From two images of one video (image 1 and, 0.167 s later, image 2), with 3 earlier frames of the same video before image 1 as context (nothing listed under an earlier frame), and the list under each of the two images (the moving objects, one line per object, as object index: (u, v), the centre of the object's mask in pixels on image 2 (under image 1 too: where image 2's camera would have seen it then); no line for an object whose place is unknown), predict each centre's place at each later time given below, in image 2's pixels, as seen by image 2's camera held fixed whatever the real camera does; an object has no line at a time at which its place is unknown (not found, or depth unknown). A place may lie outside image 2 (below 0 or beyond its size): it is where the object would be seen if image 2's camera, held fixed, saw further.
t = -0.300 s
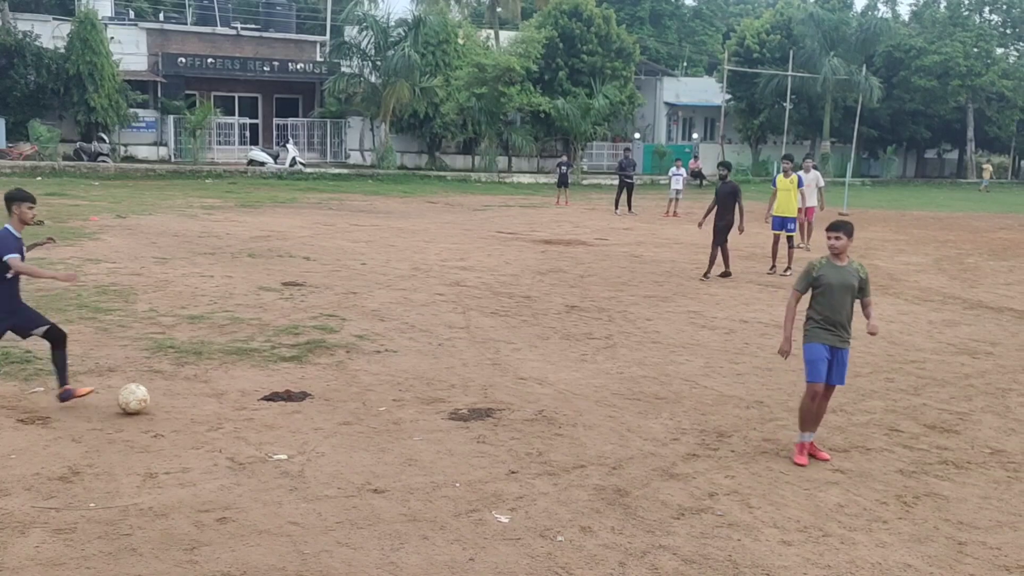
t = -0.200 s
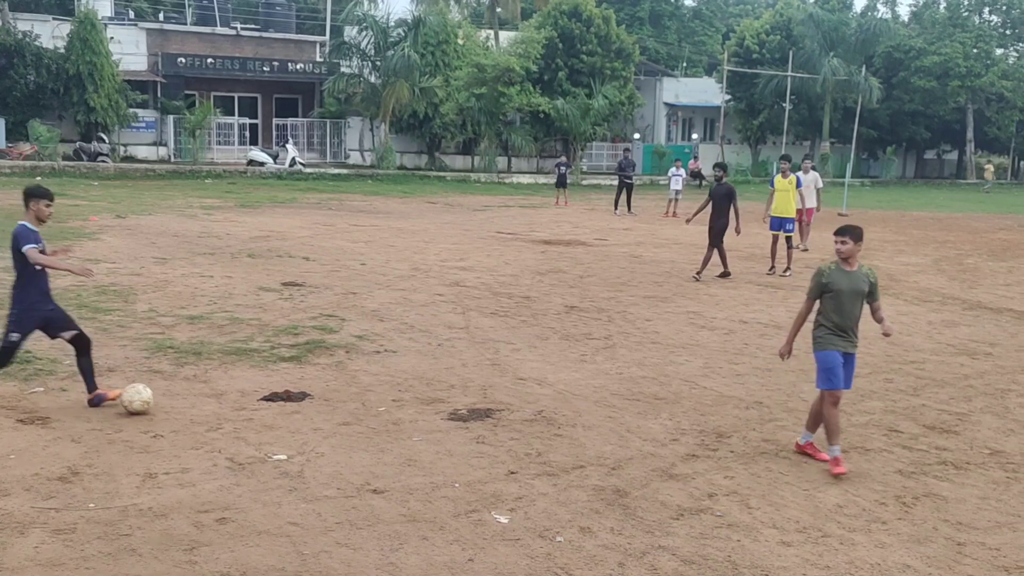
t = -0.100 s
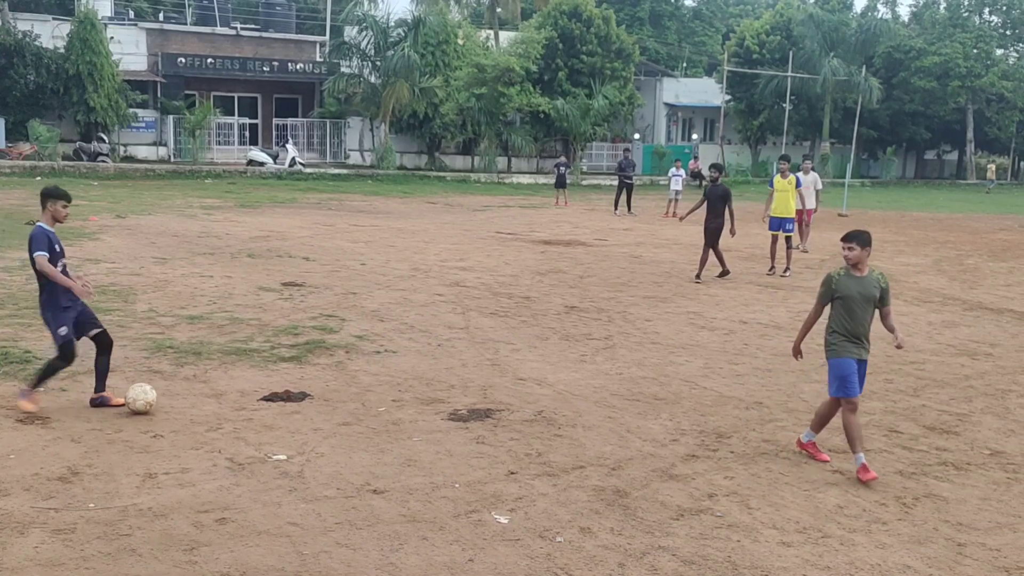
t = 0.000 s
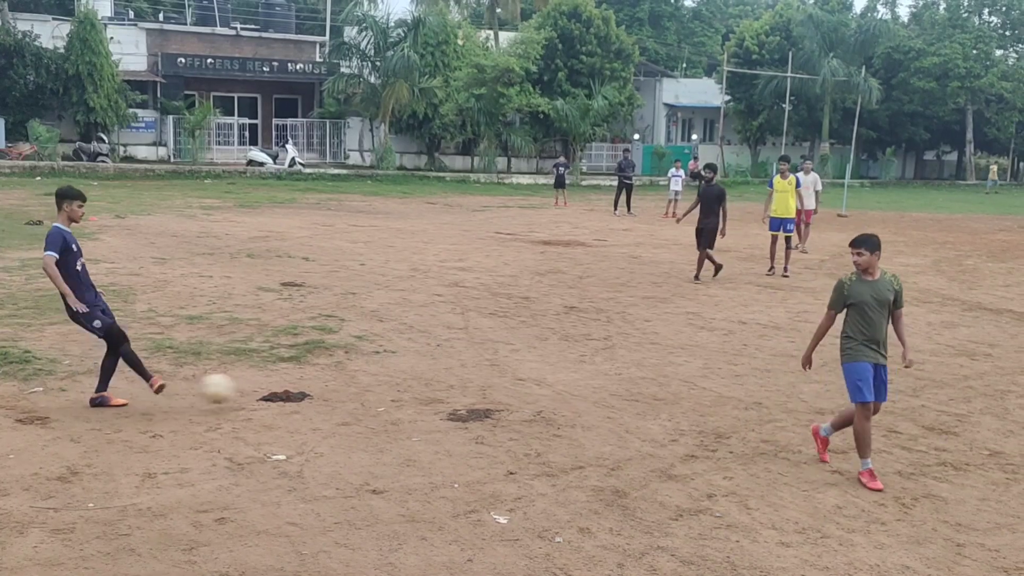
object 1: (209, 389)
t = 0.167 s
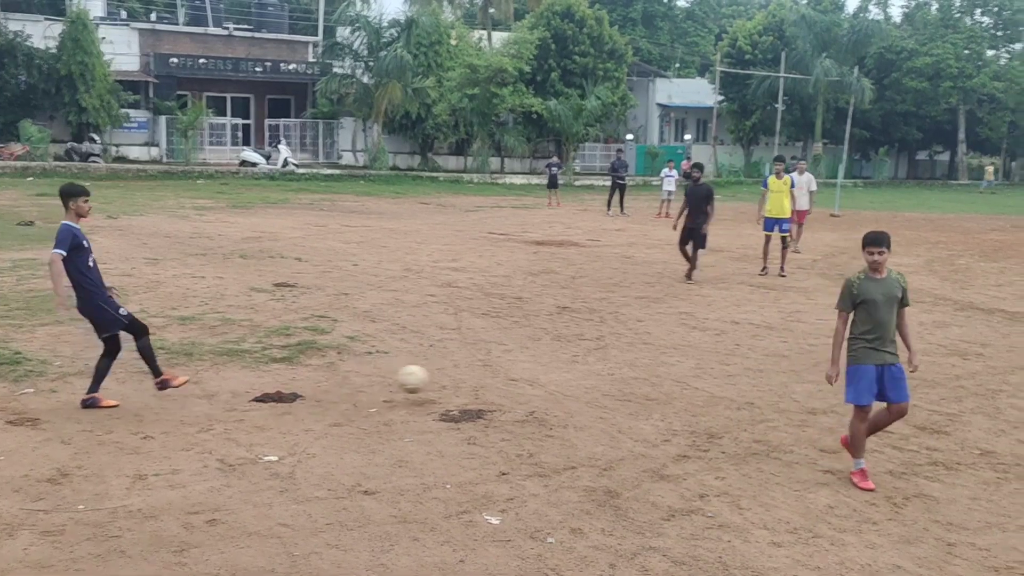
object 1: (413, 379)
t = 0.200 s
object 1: (467, 381)
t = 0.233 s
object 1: (493, 382)
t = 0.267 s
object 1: (545, 388)
